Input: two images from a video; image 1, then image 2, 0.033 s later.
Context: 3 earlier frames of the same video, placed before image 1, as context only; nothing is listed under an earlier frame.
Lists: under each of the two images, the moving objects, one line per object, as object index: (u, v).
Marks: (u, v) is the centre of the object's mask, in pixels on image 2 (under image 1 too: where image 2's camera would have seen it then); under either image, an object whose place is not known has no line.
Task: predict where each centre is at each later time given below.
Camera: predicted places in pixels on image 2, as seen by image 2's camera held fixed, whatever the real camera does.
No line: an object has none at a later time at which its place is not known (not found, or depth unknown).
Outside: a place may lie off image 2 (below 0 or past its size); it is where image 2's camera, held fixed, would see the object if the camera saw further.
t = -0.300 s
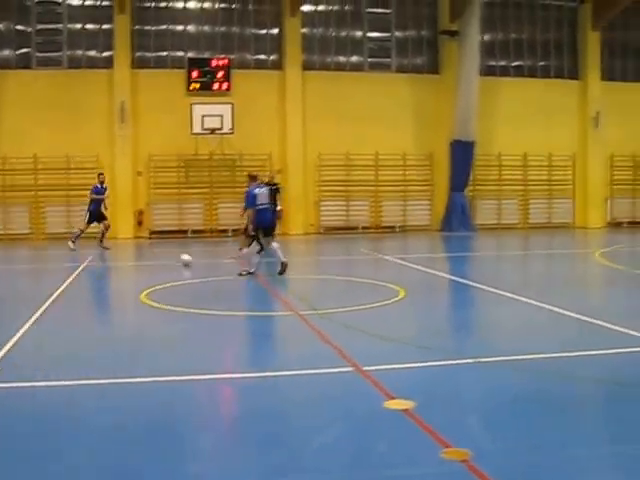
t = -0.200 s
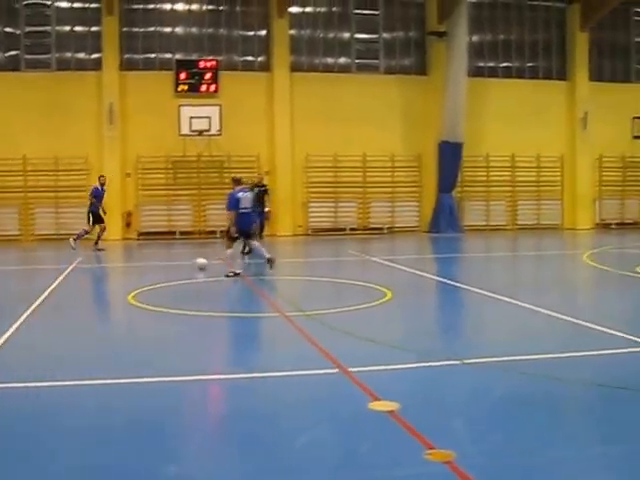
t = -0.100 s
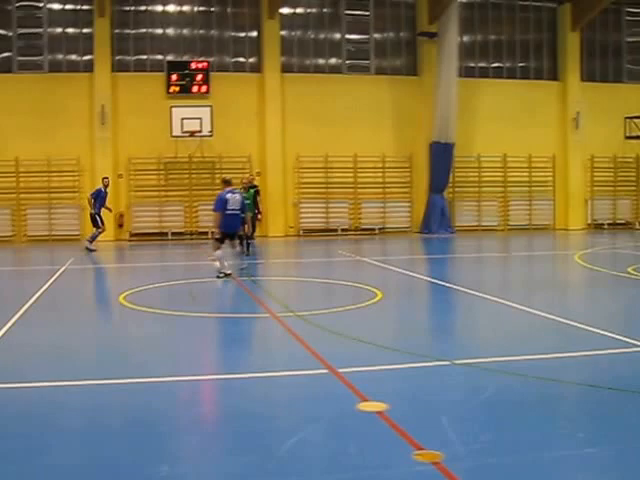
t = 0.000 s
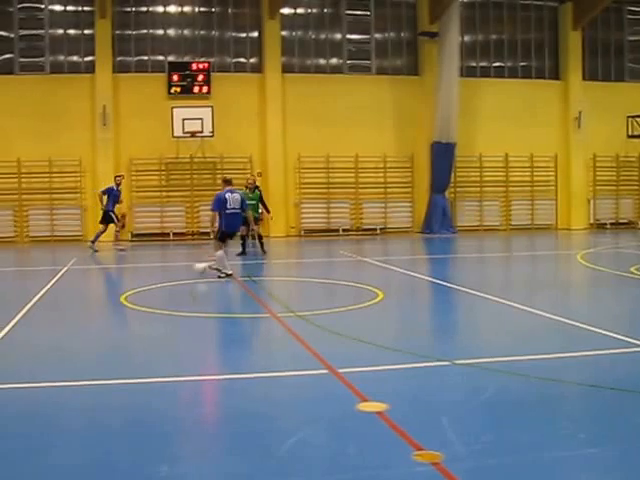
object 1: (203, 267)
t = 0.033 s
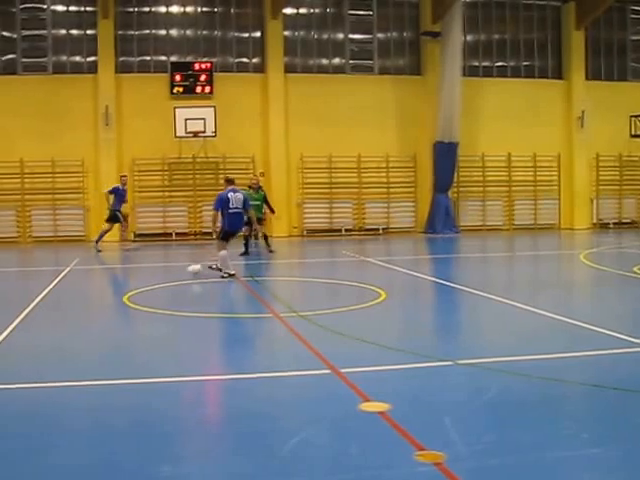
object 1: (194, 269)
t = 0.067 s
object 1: (185, 272)
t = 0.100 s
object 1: (176, 273)
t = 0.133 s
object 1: (166, 273)
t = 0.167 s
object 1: (157, 275)
